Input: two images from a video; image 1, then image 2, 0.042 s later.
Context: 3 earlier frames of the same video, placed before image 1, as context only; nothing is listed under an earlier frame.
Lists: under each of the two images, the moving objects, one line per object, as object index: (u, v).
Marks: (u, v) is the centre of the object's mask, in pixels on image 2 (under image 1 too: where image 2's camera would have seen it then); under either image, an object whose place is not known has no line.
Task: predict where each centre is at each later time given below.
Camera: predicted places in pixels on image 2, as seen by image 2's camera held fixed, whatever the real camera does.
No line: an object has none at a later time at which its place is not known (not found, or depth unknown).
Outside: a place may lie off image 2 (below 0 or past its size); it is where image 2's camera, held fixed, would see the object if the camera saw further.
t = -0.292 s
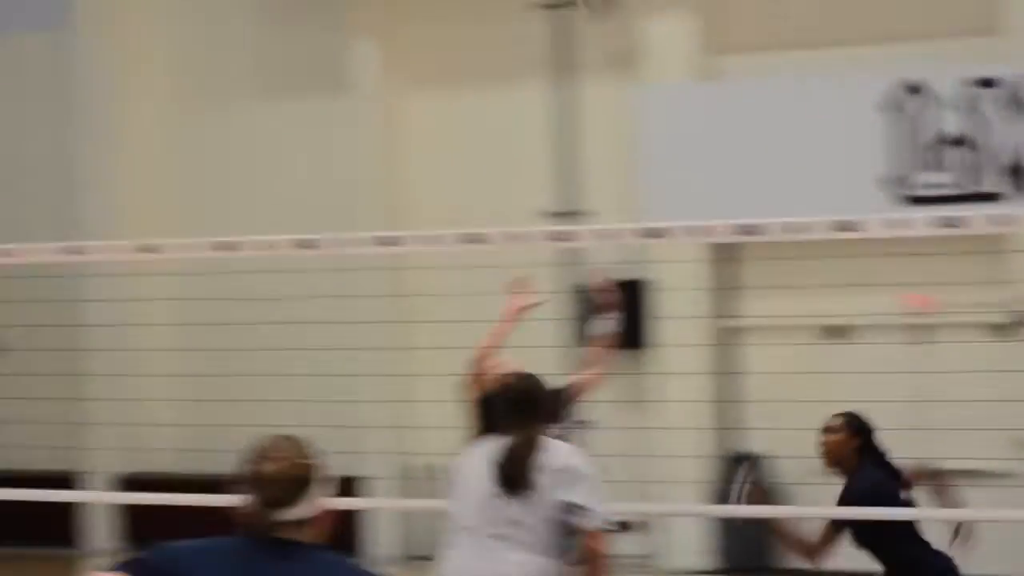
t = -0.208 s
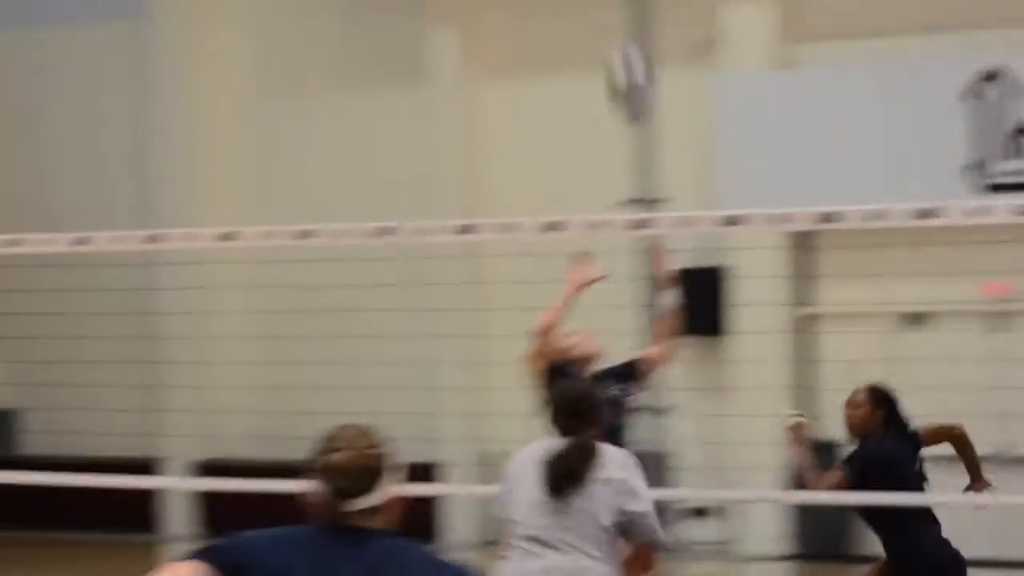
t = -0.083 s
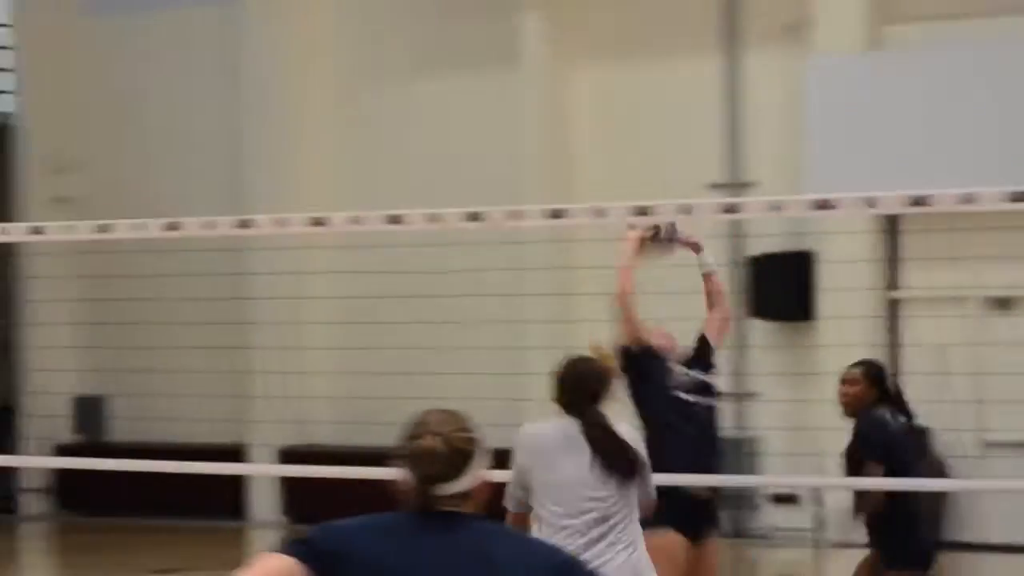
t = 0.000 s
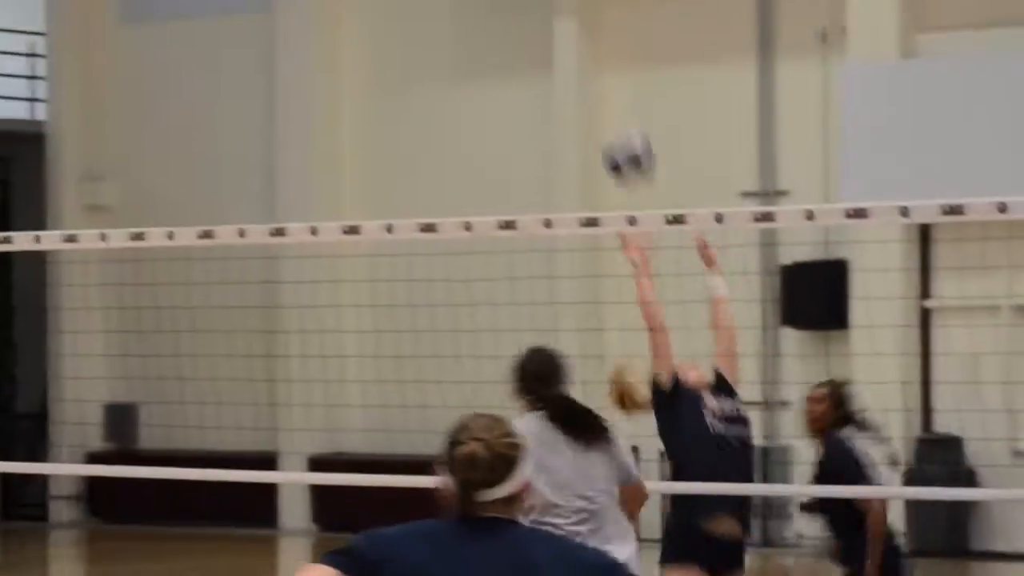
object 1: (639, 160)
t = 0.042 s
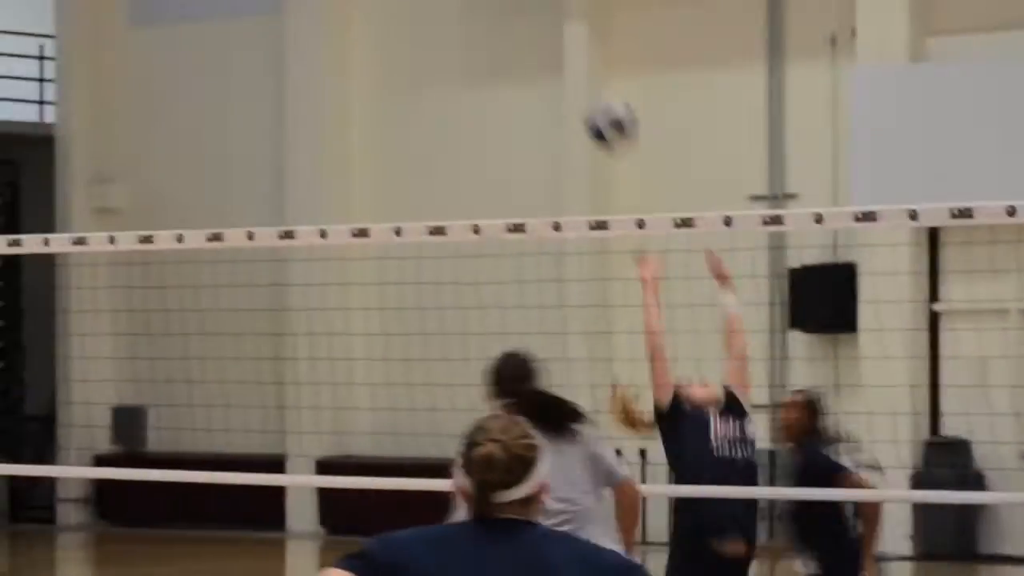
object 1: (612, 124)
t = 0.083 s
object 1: (584, 89)
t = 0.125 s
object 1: (557, 62)
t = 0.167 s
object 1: (532, 39)
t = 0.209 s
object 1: (507, 20)
